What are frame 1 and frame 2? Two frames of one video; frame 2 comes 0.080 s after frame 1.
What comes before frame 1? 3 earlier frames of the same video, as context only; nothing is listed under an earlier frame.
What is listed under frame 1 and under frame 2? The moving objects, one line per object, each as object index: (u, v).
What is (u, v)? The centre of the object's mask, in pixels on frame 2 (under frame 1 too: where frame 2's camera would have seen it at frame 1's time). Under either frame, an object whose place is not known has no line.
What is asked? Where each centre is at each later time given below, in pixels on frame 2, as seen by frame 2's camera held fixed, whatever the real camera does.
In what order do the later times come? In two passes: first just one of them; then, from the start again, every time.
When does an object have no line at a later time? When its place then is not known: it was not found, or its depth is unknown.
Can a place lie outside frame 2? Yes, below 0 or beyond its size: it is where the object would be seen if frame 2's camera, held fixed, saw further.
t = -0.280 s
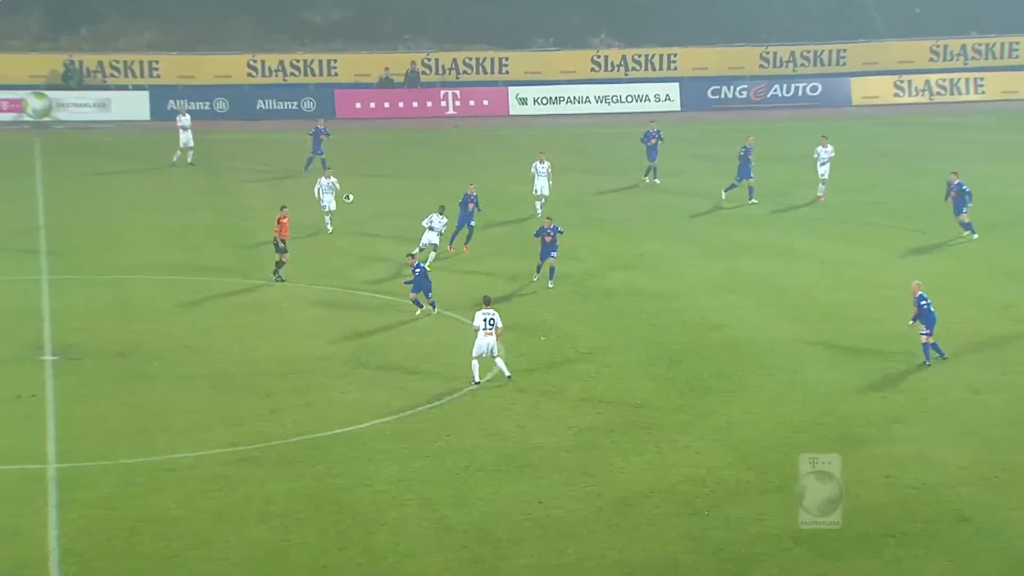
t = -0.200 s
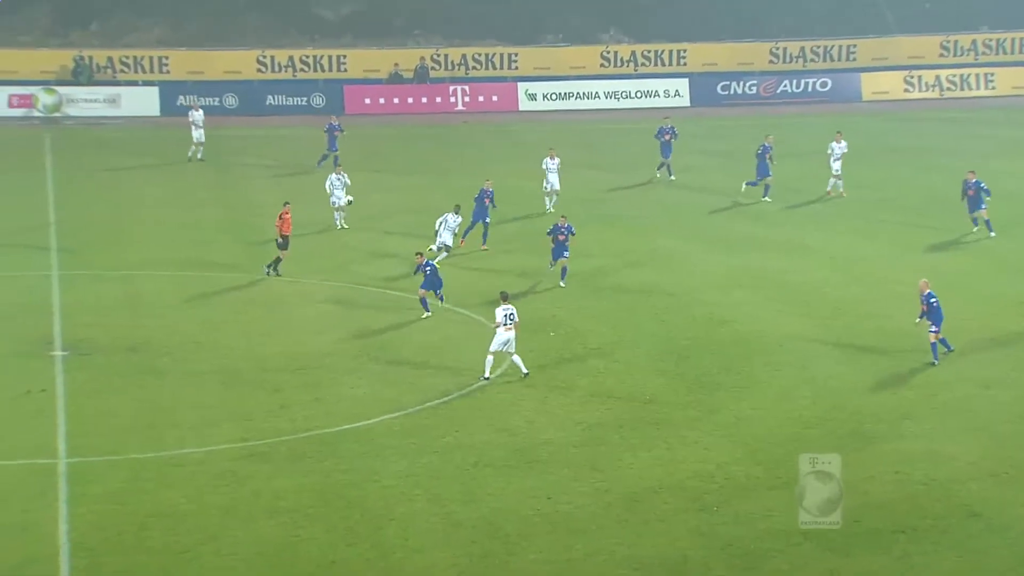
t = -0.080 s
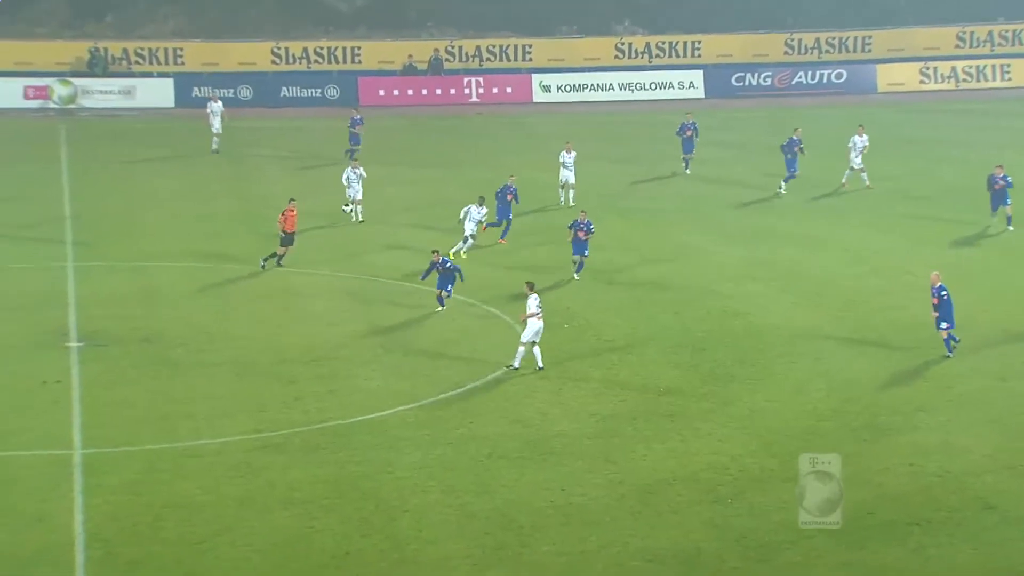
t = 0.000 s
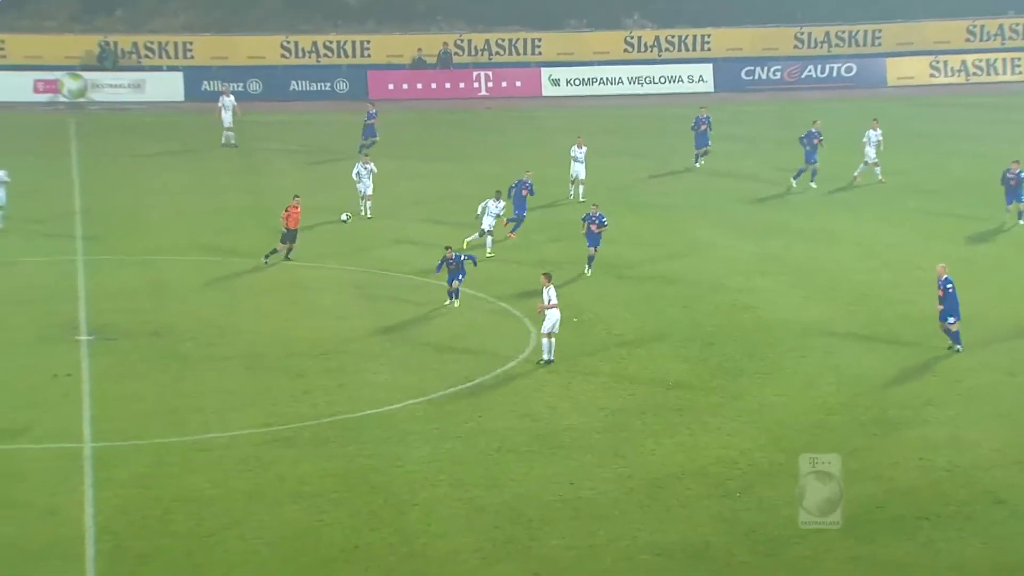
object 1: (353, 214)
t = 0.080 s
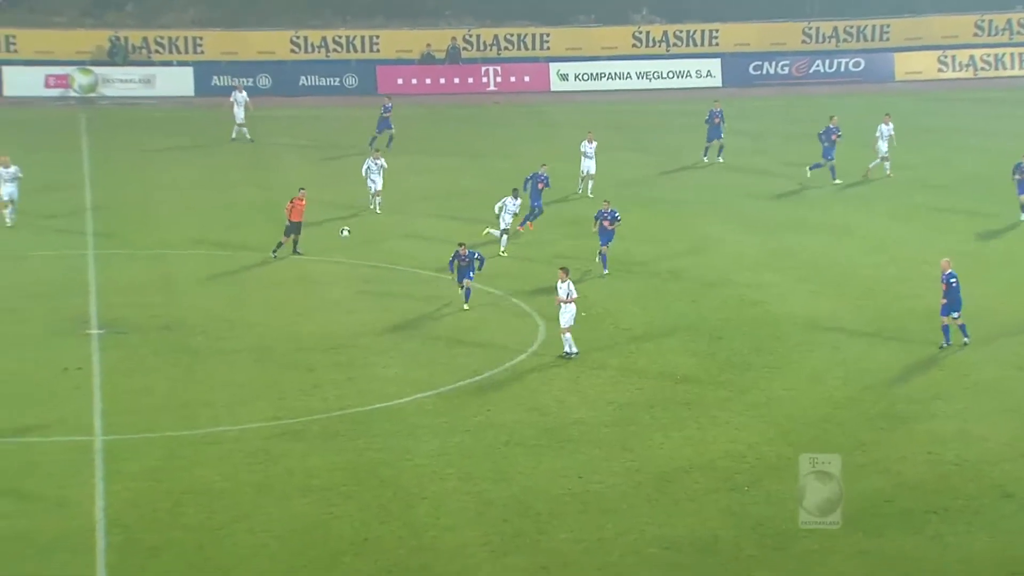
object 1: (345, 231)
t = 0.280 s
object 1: (320, 298)
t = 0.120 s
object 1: (341, 243)
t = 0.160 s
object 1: (335, 254)
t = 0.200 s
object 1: (330, 268)
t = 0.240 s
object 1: (325, 282)
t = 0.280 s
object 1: (320, 298)
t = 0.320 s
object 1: (314, 312)
